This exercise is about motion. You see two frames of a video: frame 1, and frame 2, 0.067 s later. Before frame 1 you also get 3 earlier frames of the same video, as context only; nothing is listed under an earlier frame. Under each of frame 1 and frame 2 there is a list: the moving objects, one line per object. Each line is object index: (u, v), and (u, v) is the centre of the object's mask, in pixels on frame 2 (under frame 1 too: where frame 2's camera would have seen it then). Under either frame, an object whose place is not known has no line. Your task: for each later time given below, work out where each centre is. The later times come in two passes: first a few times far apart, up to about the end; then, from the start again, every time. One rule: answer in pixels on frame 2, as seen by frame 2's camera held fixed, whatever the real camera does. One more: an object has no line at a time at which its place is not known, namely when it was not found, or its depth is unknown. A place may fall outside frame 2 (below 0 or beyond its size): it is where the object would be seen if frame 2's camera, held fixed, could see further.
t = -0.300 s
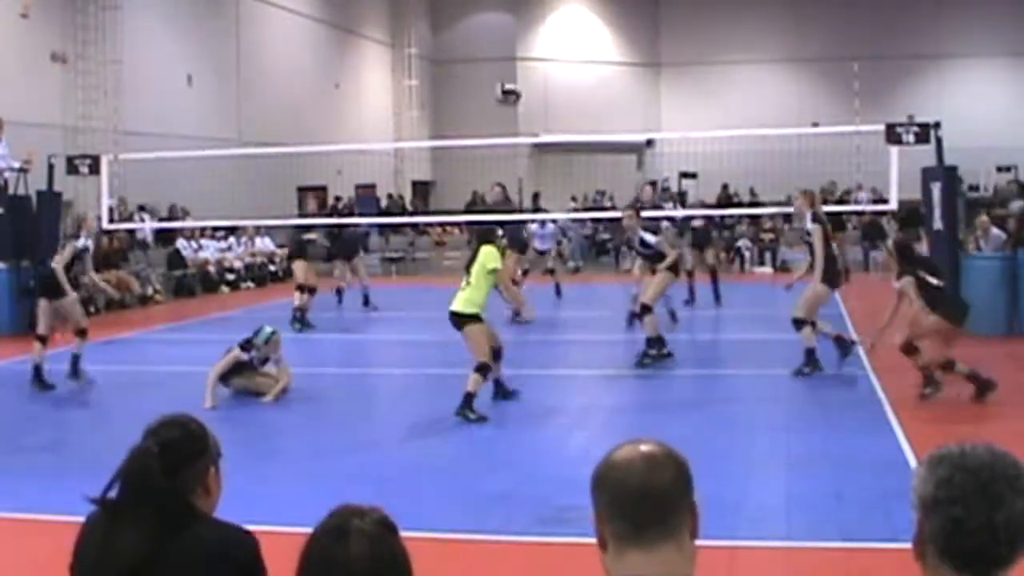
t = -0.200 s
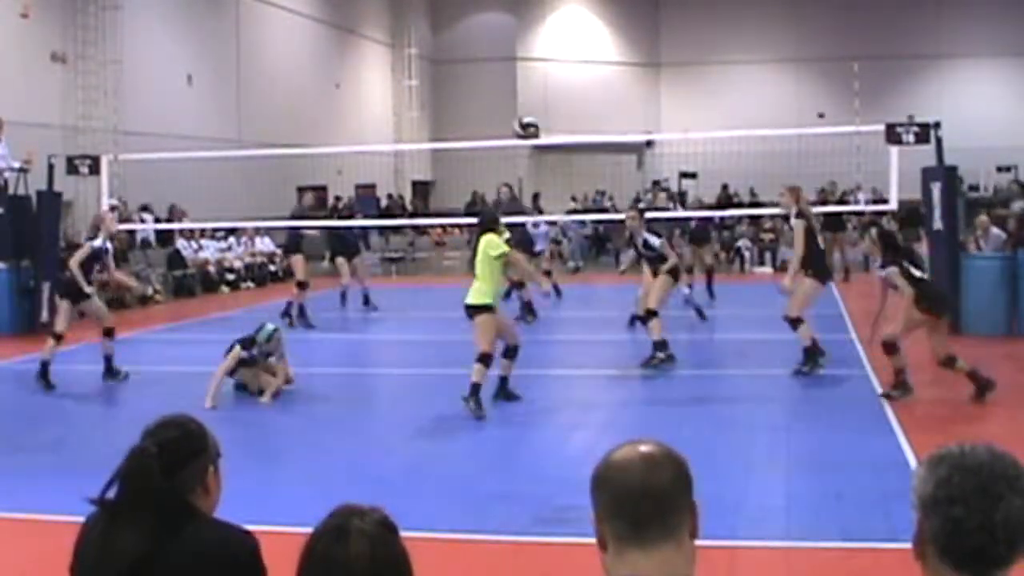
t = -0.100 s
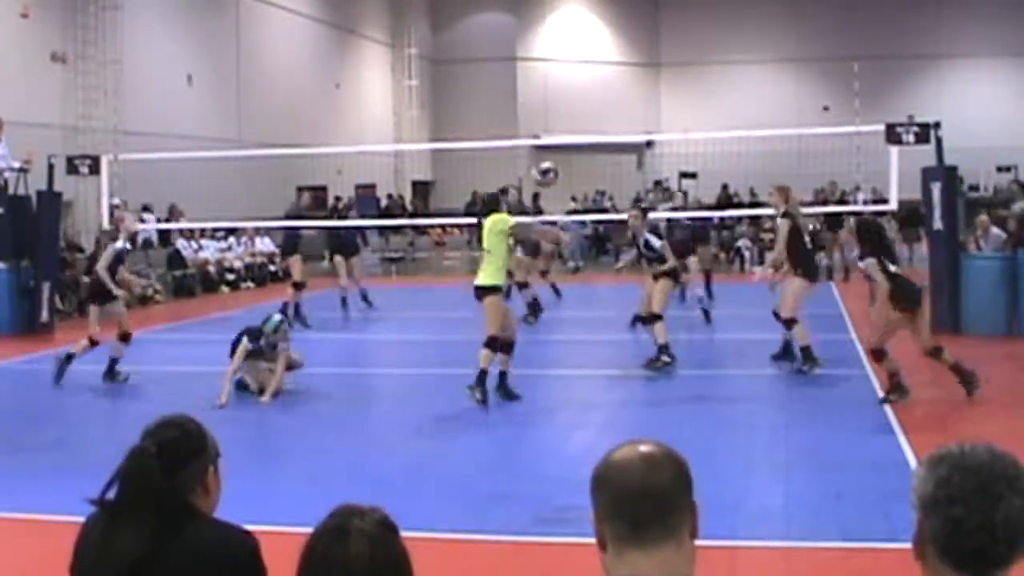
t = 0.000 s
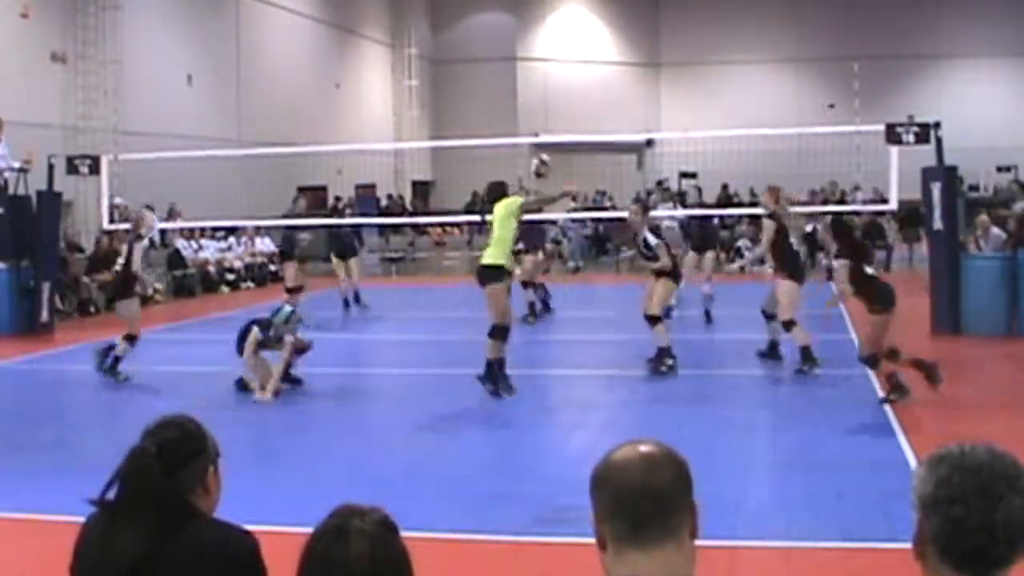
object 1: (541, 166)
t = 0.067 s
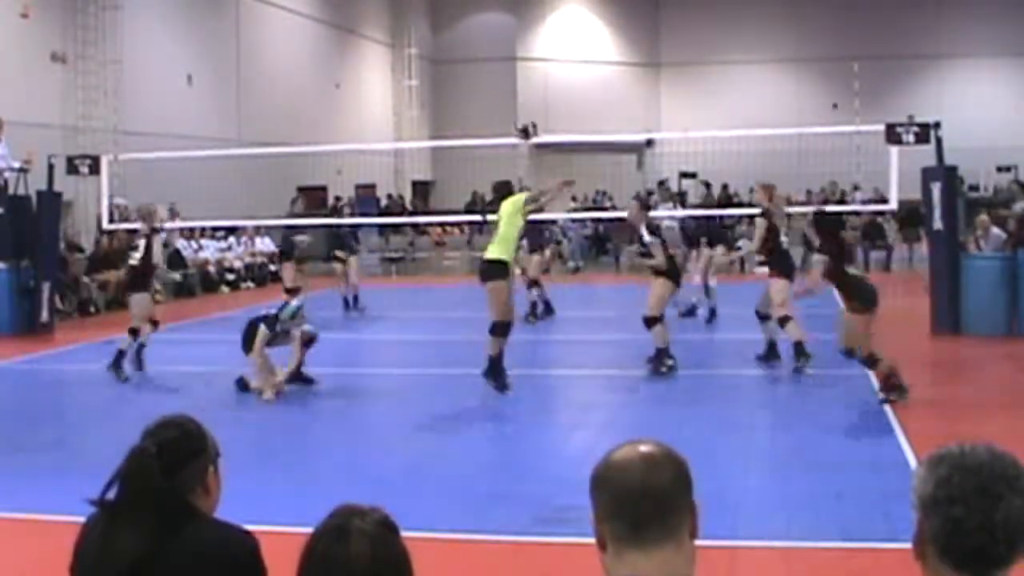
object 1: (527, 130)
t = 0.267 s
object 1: (484, 62)
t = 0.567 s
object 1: (438, 54)
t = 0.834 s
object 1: (405, 109)
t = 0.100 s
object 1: (519, 113)
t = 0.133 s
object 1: (511, 100)
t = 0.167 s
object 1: (503, 88)
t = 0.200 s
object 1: (496, 78)
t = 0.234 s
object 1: (489, 71)
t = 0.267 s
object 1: (484, 62)
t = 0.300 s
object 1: (478, 57)
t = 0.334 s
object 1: (473, 52)
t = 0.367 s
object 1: (469, 49)
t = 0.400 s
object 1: (460, 50)
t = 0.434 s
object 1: (456, 48)
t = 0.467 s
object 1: (450, 49)
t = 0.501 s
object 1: (446, 50)
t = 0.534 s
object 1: (442, 52)
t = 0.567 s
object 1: (438, 54)
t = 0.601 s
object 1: (432, 59)
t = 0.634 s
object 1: (429, 64)
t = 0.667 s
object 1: (427, 70)
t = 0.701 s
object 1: (420, 76)
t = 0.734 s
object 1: (416, 84)
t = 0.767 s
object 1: (411, 89)
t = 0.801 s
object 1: (410, 97)
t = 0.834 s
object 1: (405, 109)
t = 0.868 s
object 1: (402, 118)
